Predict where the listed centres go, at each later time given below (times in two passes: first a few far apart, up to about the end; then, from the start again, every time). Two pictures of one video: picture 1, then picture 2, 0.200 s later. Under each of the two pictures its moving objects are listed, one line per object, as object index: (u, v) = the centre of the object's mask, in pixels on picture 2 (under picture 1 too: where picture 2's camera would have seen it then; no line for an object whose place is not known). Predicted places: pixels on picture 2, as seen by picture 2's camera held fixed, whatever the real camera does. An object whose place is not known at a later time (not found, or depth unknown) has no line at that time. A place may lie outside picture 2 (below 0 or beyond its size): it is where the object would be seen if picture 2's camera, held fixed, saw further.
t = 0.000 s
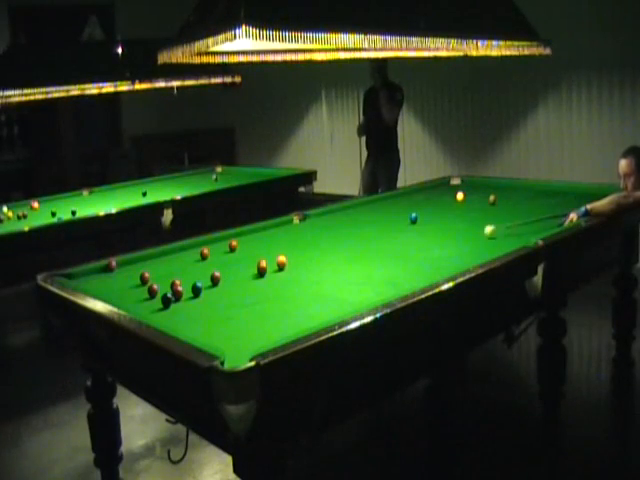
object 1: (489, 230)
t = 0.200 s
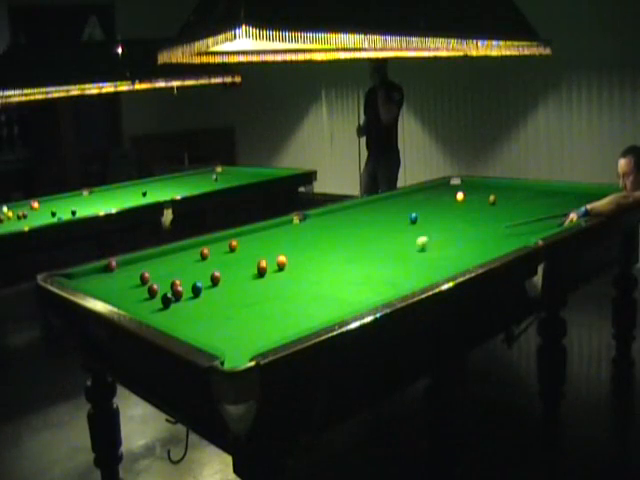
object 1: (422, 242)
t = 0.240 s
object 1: (407, 245)
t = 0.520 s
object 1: (303, 262)
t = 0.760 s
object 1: (255, 277)
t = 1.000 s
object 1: (218, 293)
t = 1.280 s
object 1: (171, 312)
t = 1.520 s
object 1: (179, 312)
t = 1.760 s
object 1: (213, 304)
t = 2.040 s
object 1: (250, 294)
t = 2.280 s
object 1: (279, 287)
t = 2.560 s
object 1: (309, 279)
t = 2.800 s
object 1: (333, 273)
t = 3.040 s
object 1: (354, 267)
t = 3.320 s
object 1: (377, 261)
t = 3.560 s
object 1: (394, 257)
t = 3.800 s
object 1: (409, 253)
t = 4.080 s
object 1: (426, 248)
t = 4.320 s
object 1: (439, 245)
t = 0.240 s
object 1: (407, 245)
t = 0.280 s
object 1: (393, 247)
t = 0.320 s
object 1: (378, 250)
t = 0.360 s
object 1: (364, 252)
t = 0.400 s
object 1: (349, 255)
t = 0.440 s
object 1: (334, 257)
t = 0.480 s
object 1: (318, 260)
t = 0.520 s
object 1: (303, 262)
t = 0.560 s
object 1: (288, 265)
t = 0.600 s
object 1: (272, 268)
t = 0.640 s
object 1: (269, 270)
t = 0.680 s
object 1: (265, 273)
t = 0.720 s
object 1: (260, 275)
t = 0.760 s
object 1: (255, 277)
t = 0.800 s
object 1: (249, 280)
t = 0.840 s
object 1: (243, 282)
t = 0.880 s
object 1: (237, 285)
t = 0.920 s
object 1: (231, 287)
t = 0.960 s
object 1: (225, 290)
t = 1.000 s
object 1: (218, 293)
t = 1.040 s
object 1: (212, 296)
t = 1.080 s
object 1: (205, 298)
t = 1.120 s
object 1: (198, 301)
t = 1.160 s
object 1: (191, 304)
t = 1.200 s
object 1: (184, 307)
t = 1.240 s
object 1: (177, 309)
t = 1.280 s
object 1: (171, 312)
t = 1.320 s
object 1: (163, 314)
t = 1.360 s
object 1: (157, 314)
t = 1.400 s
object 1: (160, 313)
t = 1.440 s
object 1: (167, 314)
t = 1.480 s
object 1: (173, 314)
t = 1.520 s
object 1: (179, 312)
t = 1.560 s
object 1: (185, 311)
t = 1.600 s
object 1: (191, 309)
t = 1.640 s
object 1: (196, 308)
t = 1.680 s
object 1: (202, 306)
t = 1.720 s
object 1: (208, 305)
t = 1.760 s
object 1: (213, 304)
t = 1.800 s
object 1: (219, 302)
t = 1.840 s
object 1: (224, 301)
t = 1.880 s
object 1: (230, 299)
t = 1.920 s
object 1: (235, 298)
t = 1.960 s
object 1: (240, 297)
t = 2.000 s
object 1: (245, 296)
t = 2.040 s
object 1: (250, 294)
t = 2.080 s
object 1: (255, 293)
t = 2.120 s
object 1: (260, 291)
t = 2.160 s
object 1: (265, 290)
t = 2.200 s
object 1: (270, 289)
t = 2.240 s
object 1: (274, 288)
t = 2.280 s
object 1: (279, 287)
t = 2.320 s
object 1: (284, 286)
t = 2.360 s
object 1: (288, 284)
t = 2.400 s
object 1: (293, 283)
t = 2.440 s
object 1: (297, 282)
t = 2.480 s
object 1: (301, 281)
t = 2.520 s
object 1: (305, 280)
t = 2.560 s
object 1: (309, 279)
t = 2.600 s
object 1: (313, 278)
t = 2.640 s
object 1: (317, 277)
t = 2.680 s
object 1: (321, 276)
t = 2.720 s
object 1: (325, 275)
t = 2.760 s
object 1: (329, 274)
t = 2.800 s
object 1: (333, 273)
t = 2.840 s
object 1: (336, 272)
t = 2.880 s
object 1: (340, 271)
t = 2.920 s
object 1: (343, 270)
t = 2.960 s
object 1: (347, 269)
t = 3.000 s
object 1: (350, 268)
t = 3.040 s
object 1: (354, 267)
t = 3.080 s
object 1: (357, 266)
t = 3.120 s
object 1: (361, 265)
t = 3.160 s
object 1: (364, 264)
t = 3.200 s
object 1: (367, 264)
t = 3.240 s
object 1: (370, 263)
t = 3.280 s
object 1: (373, 262)
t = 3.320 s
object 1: (377, 261)
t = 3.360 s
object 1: (380, 260)
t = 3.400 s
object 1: (383, 260)
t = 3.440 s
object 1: (385, 259)
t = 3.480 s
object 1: (388, 258)
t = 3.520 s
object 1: (391, 258)
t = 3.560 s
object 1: (394, 257)
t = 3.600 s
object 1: (396, 256)
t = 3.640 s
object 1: (399, 255)
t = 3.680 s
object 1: (402, 255)
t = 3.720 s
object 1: (404, 254)
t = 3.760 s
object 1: (407, 253)
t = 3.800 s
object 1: (409, 253)
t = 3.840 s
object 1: (412, 252)
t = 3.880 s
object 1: (414, 251)
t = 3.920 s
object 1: (417, 250)
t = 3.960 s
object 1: (419, 250)
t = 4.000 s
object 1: (422, 249)
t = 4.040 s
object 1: (424, 249)
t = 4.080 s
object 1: (426, 248)
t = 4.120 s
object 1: (428, 248)
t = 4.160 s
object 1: (430, 247)
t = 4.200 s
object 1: (432, 246)
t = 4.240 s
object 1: (435, 246)
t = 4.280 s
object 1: (437, 245)
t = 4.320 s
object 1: (439, 245)
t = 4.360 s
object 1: (441, 244)
